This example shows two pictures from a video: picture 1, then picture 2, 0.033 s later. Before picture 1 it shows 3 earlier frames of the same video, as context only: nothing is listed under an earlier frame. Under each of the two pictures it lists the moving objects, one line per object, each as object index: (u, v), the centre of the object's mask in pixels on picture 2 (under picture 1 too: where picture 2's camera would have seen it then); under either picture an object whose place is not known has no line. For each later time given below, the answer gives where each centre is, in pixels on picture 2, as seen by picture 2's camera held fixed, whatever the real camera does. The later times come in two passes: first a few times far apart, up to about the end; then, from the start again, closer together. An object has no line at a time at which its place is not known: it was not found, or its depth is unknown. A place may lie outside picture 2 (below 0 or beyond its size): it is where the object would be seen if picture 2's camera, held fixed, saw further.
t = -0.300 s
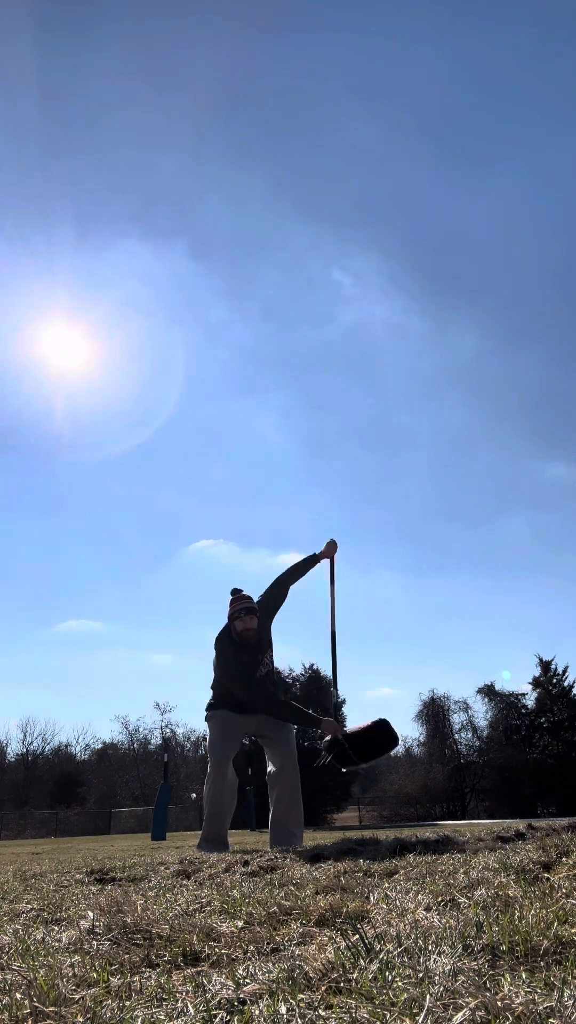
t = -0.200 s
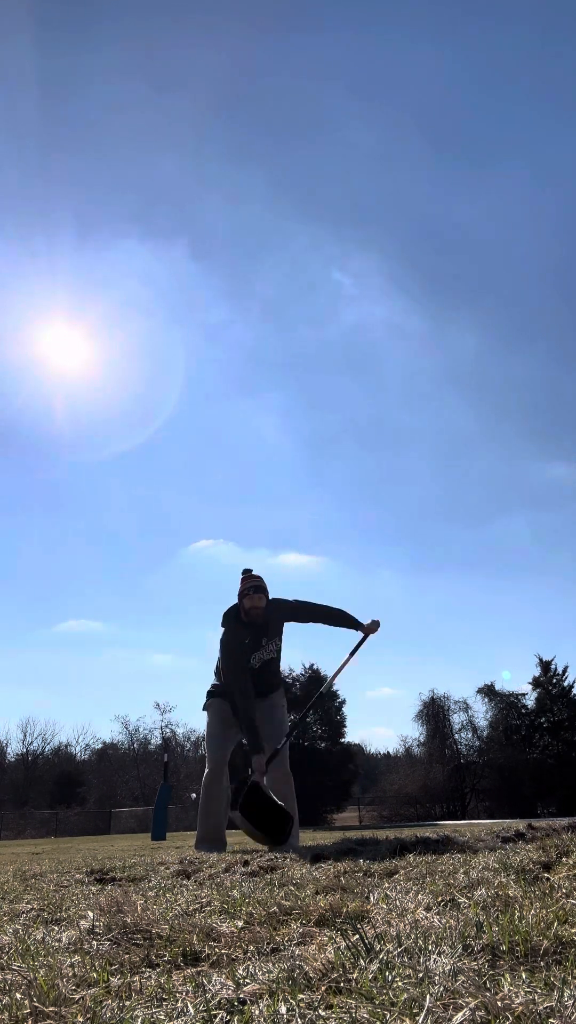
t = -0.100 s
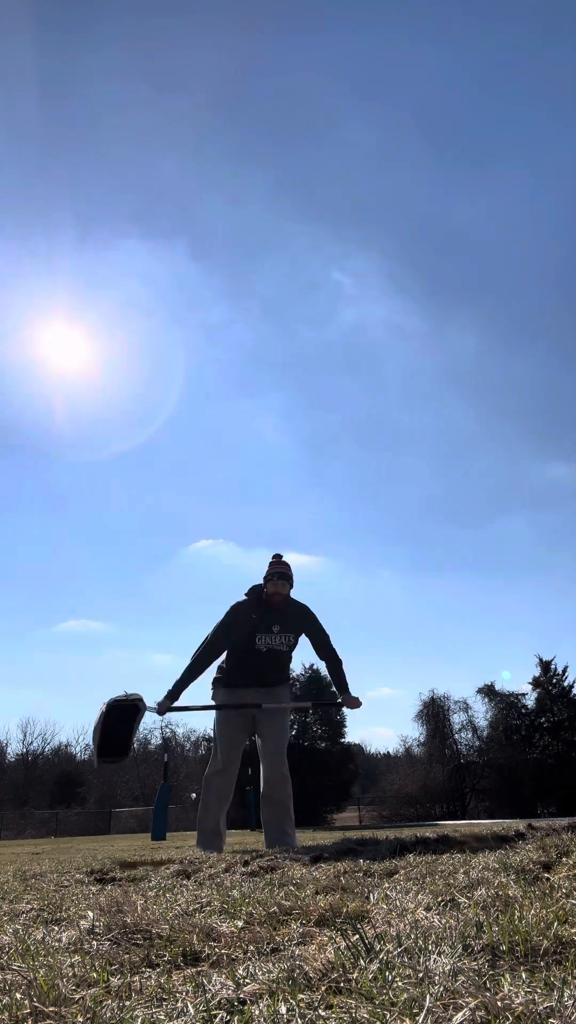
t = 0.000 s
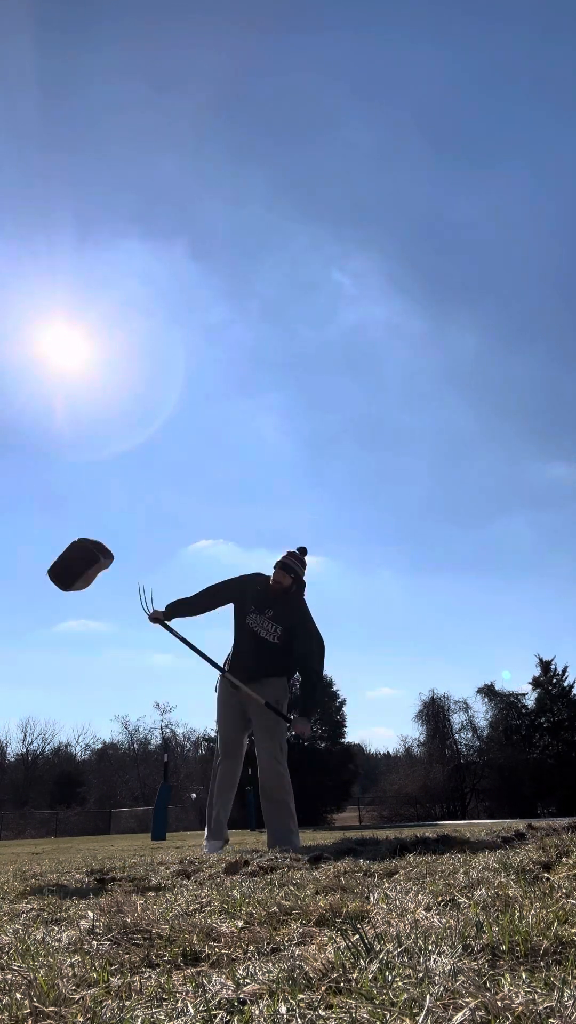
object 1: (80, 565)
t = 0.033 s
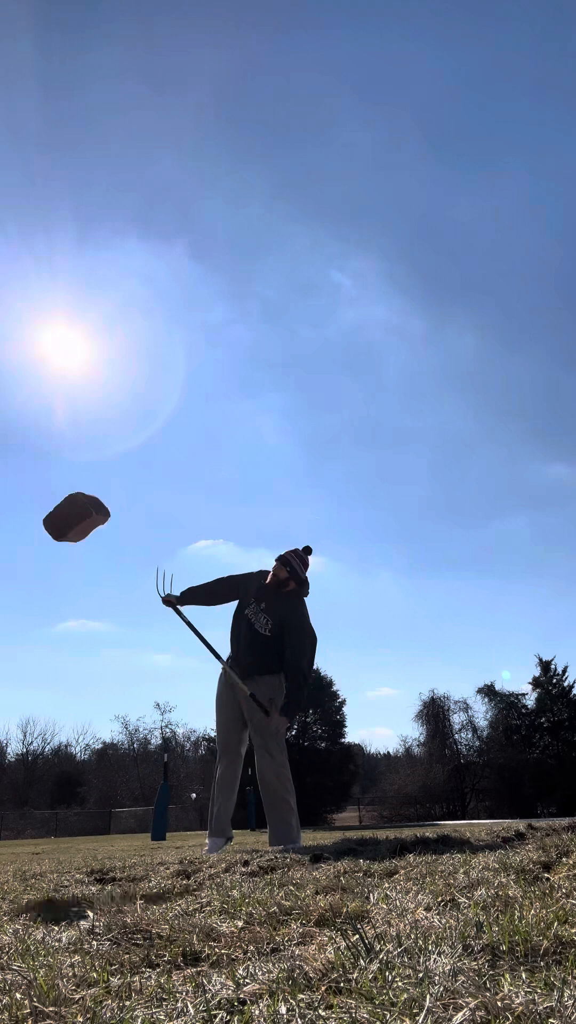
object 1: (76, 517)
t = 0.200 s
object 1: (54, 341)
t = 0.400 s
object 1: (31, 215)
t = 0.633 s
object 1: (12, 140)
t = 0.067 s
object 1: (71, 475)
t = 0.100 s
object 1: (67, 437)
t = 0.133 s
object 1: (63, 402)
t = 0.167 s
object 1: (58, 373)
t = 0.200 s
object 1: (54, 341)
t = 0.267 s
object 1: (46, 290)
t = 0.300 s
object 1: (43, 269)
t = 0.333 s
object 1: (39, 250)
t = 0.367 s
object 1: (34, 232)
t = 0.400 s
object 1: (31, 215)
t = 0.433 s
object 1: (27, 201)
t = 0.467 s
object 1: (23, 187)
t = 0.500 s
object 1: (21, 175)
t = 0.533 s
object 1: (18, 165)
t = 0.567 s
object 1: (16, 156)
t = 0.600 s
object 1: (14, 147)
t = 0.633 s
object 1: (12, 140)
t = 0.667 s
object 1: (11, 134)
